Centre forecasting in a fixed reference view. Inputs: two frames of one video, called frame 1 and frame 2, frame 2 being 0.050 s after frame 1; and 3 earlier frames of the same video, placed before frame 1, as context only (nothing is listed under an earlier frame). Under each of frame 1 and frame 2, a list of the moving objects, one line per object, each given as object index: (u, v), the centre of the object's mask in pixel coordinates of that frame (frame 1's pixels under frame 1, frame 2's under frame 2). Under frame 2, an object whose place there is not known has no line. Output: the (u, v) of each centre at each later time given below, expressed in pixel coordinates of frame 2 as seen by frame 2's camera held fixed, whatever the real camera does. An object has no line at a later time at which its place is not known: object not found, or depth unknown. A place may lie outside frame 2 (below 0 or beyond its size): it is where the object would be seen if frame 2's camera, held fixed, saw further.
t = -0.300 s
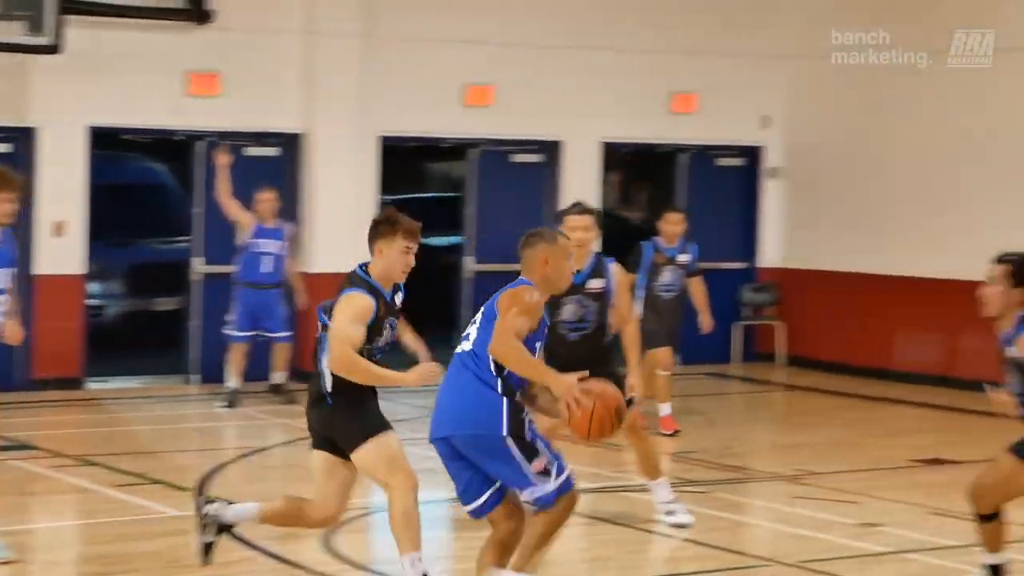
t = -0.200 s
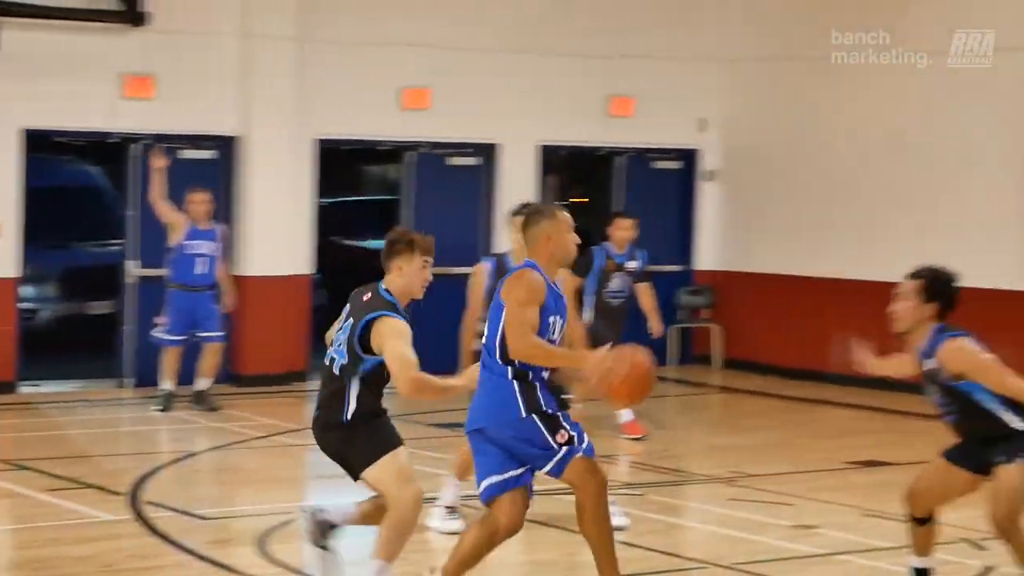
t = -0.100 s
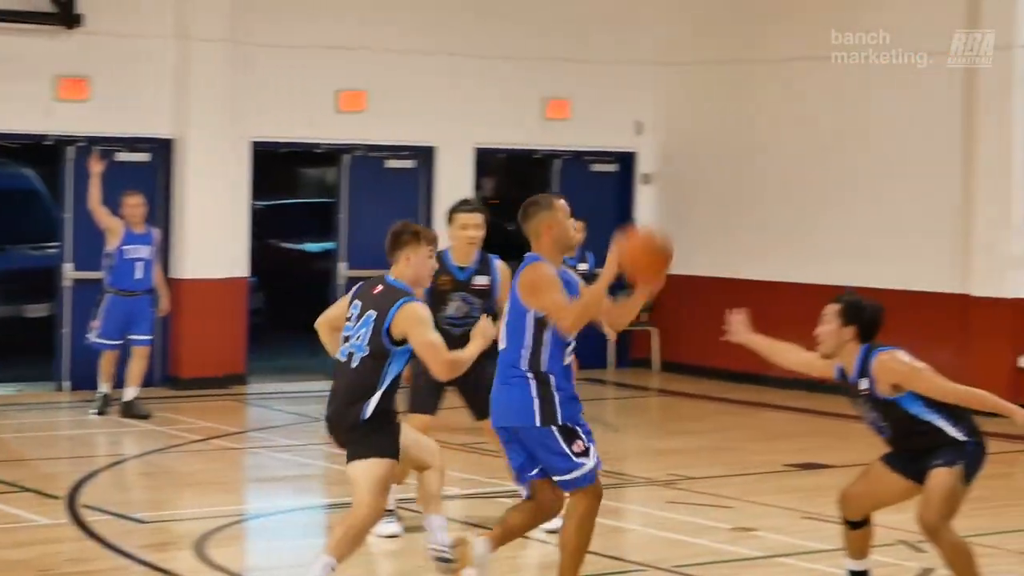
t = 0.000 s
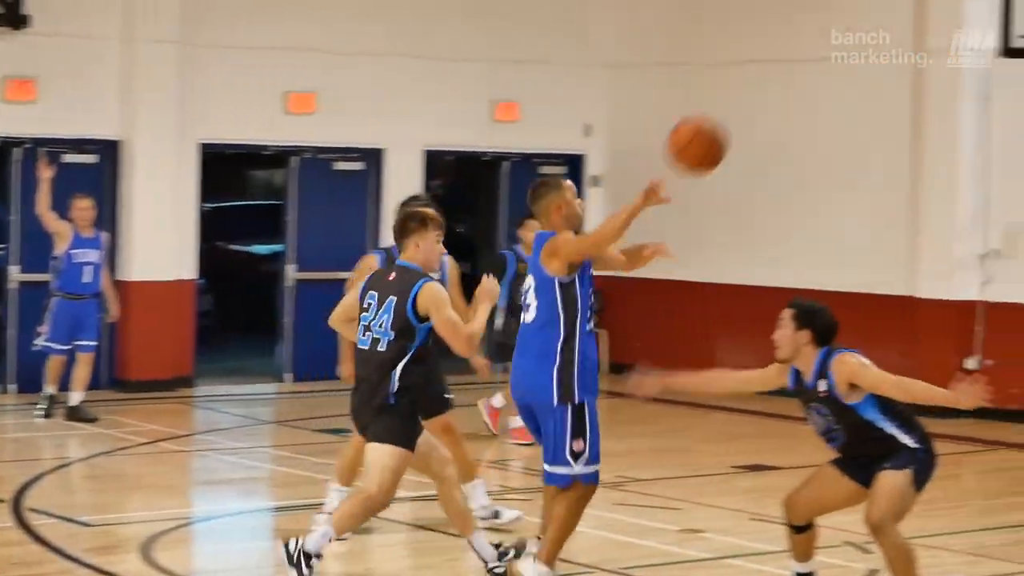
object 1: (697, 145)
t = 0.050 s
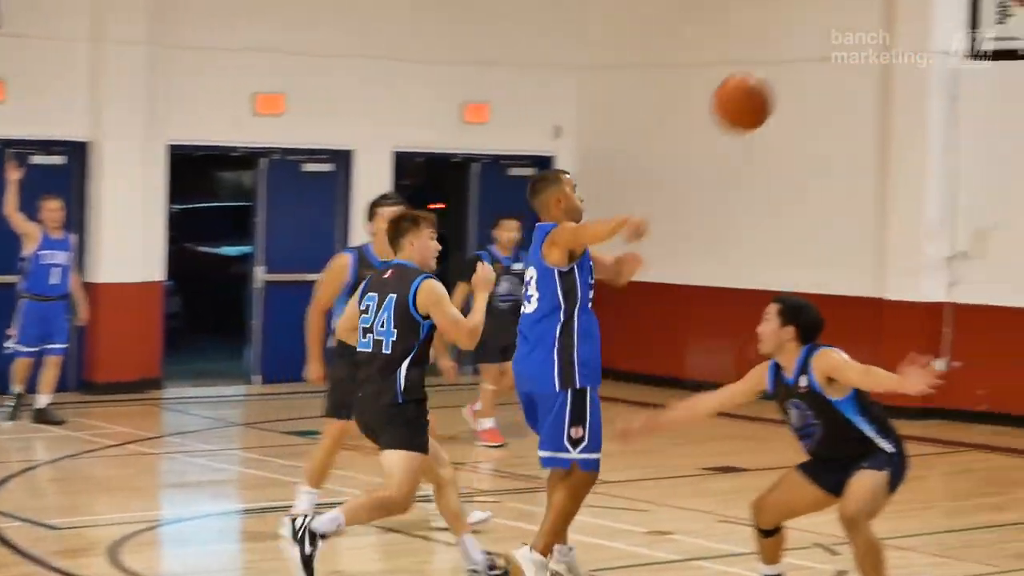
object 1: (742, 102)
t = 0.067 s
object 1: (770, 89)
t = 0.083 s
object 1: (797, 75)
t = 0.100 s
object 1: (825, 61)
